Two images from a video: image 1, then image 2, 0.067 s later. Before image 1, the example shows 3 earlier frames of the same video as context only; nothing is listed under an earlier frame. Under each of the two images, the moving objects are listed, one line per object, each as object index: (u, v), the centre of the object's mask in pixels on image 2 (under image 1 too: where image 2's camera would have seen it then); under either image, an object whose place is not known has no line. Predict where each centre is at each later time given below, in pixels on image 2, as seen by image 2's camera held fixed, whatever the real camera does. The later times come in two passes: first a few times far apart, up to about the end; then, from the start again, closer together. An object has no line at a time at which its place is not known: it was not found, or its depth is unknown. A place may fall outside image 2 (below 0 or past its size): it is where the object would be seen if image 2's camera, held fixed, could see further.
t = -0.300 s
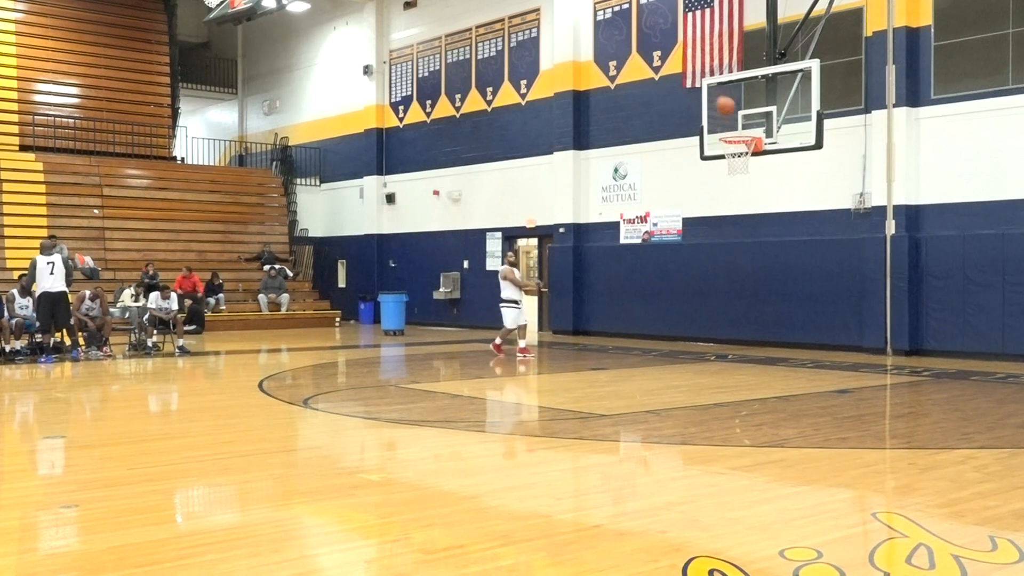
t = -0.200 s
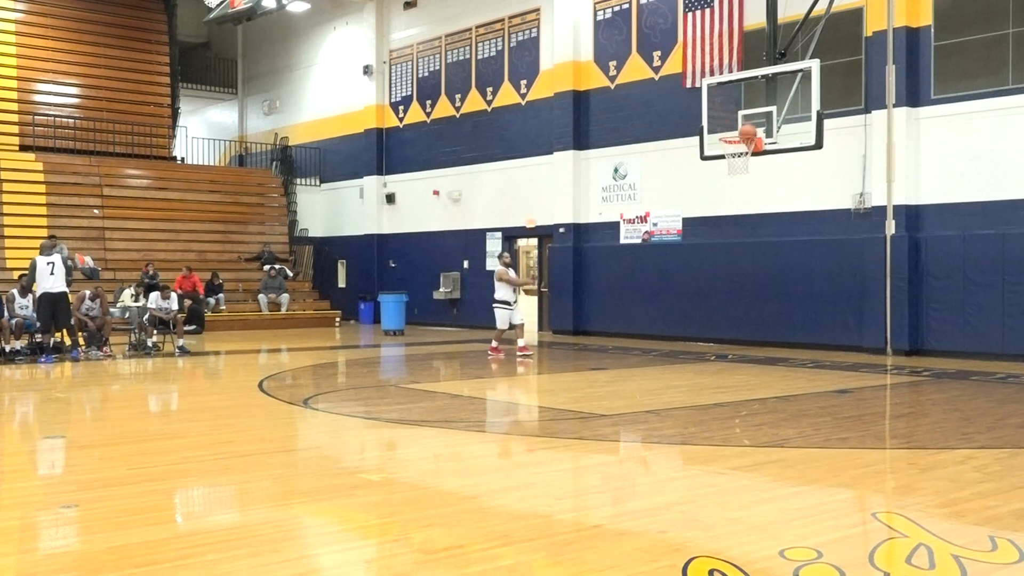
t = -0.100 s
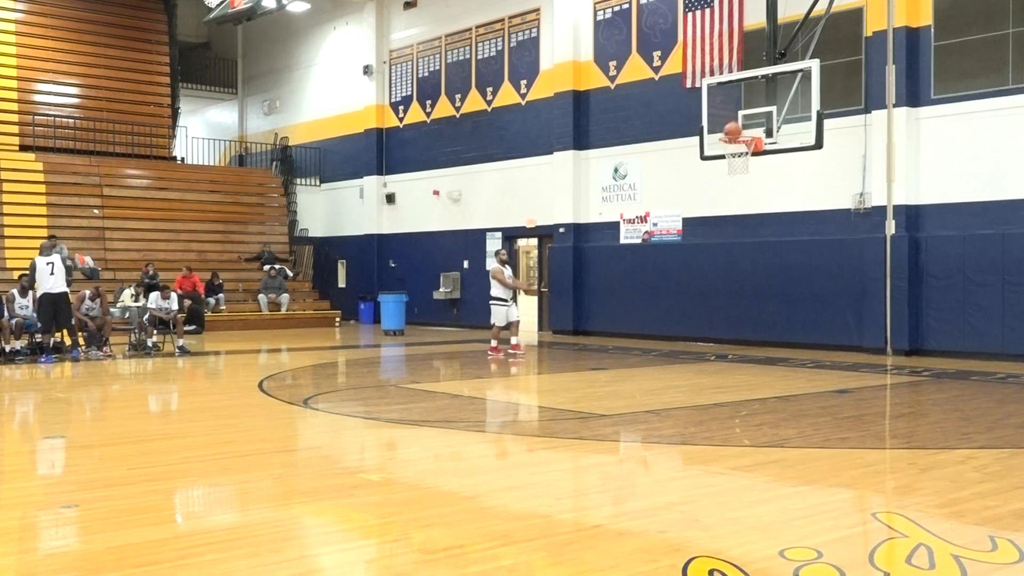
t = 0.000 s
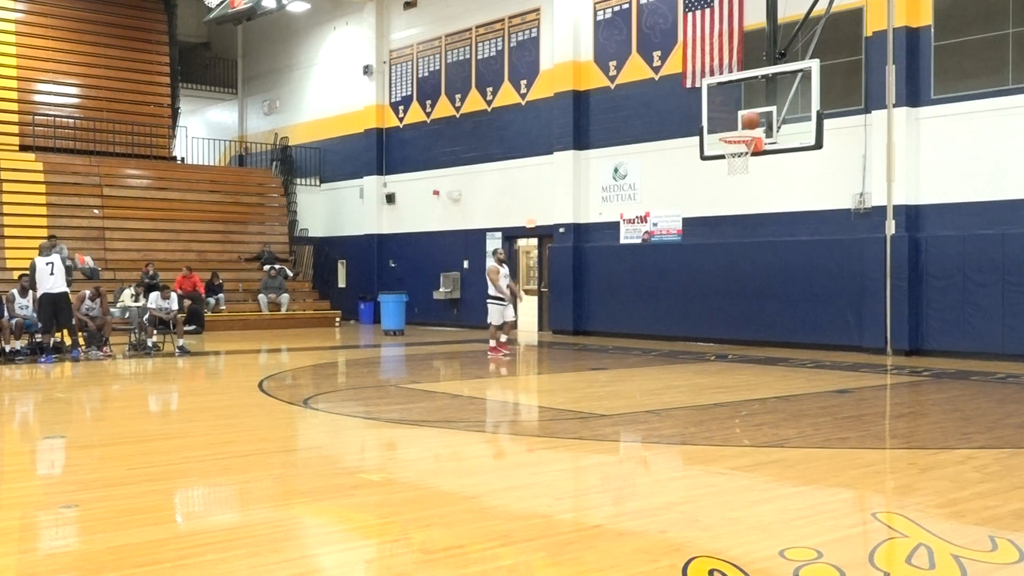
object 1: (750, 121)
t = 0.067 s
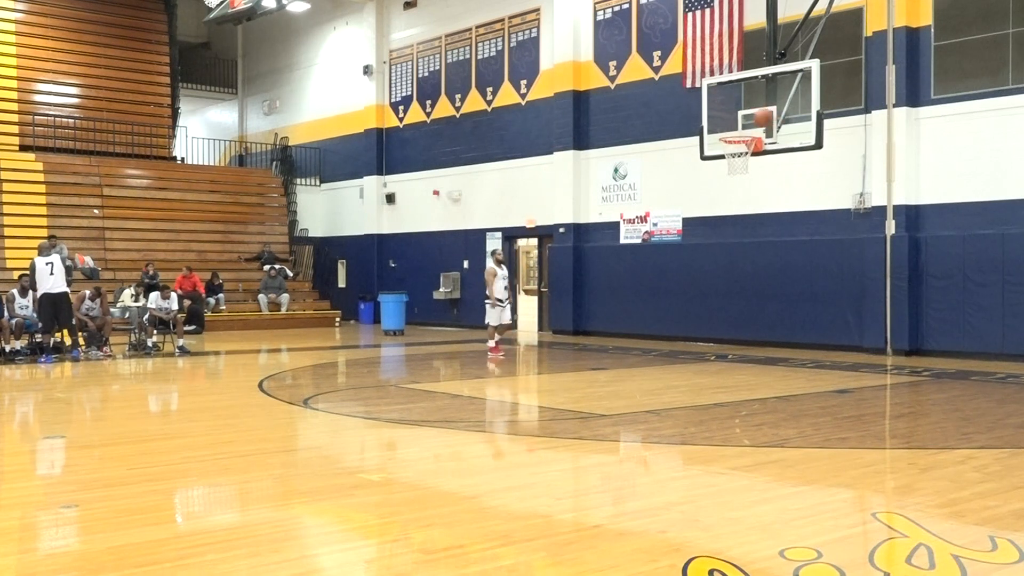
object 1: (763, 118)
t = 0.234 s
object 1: (777, 123)
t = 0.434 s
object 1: (784, 158)
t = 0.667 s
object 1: (792, 242)
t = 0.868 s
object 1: (800, 353)
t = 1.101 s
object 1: (797, 302)
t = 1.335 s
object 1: (792, 249)
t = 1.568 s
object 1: (786, 242)
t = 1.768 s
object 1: (781, 274)
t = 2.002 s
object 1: (775, 356)
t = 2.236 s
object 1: (770, 332)
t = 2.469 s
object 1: (765, 304)
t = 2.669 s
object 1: (760, 318)
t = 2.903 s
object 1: (755, 381)
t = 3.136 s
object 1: (750, 344)
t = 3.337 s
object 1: (746, 341)
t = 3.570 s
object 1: (740, 386)
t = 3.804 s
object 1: (736, 359)
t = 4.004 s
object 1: (732, 370)
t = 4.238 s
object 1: (728, 375)
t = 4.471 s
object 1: (723, 383)
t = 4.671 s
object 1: (720, 381)
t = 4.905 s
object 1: (716, 392)
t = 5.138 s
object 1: (712, 394)
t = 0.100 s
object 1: (770, 117)
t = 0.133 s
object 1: (774, 118)
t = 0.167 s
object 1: (775, 119)
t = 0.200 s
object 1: (776, 120)
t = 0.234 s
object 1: (777, 123)
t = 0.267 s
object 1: (778, 127)
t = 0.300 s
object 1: (779, 131)
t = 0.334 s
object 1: (781, 136)
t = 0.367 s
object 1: (782, 143)
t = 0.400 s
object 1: (782, 150)
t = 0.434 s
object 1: (784, 158)
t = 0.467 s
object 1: (785, 167)
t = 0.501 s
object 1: (786, 177)
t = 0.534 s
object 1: (787, 188)
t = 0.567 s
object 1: (788, 200)
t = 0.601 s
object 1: (790, 214)
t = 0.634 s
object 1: (791, 227)
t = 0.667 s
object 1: (792, 242)
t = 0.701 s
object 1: (794, 258)
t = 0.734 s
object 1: (795, 275)
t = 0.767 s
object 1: (796, 293)
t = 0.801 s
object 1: (798, 312)
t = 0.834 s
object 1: (799, 333)
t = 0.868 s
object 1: (800, 353)
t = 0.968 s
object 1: (801, 351)
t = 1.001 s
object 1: (800, 338)
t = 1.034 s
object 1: (799, 325)
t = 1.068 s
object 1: (798, 313)
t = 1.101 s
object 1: (797, 302)
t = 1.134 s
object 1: (797, 292)
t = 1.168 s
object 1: (796, 282)
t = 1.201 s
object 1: (795, 274)
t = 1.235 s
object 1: (794, 266)
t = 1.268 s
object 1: (794, 260)
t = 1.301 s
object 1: (793, 254)
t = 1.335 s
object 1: (792, 249)
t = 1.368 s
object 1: (791, 245)
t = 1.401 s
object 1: (790, 243)
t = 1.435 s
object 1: (790, 241)
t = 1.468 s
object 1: (789, 240)
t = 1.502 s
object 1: (788, 240)
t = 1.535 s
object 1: (787, 241)
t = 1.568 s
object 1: (786, 242)
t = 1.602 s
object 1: (785, 245)
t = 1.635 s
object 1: (785, 249)
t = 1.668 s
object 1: (784, 254)
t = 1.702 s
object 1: (783, 259)
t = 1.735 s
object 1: (782, 266)
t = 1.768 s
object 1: (781, 274)
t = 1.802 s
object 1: (780, 283)
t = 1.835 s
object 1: (779, 293)
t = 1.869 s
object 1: (779, 303)
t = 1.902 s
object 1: (778, 315)
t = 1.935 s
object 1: (777, 328)
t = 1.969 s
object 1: (776, 341)
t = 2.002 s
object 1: (775, 356)
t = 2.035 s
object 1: (774, 372)
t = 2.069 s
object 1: (774, 381)
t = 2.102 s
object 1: (773, 369)
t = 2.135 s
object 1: (772, 358)
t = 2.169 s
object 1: (771, 348)
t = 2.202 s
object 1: (771, 339)
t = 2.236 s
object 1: (770, 332)
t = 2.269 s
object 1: (769, 325)
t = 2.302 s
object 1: (769, 319)
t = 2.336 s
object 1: (768, 314)
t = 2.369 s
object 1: (767, 310)
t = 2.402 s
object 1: (767, 307)
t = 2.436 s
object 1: (766, 305)
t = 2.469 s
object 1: (765, 304)
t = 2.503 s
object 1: (764, 304)
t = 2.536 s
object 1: (763, 304)
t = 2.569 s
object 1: (763, 306)
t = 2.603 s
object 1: (762, 309)
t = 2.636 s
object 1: (761, 313)
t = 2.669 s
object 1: (760, 318)
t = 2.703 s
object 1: (760, 324)
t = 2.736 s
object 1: (759, 331)
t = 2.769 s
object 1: (758, 338)
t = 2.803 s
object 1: (757, 347)
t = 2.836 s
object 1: (757, 357)
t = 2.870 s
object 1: (756, 369)
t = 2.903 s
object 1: (755, 381)
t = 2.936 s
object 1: (754, 382)
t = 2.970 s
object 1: (753, 374)
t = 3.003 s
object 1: (753, 366)
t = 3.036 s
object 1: (752, 359)
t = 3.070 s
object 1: (751, 353)
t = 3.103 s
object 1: (750, 348)
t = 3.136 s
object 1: (750, 344)
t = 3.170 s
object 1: (749, 341)
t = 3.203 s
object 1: (748, 339)
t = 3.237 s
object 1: (748, 338)
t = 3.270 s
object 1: (747, 338)
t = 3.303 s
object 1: (746, 339)
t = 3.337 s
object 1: (746, 341)
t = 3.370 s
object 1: (745, 344)
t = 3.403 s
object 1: (744, 349)
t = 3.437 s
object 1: (744, 353)
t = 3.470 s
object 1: (743, 360)
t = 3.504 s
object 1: (742, 367)
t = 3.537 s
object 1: (741, 376)
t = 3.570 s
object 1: (740, 386)
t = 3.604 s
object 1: (740, 386)
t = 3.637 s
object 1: (739, 379)
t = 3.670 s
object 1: (739, 373)
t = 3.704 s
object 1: (738, 368)
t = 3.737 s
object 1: (737, 364)
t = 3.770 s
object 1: (736, 361)
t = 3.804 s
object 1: (736, 359)
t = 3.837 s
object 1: (735, 358)
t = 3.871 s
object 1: (734, 359)
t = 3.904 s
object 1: (734, 360)
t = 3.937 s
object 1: (733, 362)
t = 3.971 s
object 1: (733, 366)
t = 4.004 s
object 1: (732, 370)
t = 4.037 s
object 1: (731, 376)
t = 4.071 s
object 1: (730, 382)
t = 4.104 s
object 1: (730, 390)
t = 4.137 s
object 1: (729, 388)
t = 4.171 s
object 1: (728, 383)
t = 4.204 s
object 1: (728, 378)
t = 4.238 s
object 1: (728, 375)
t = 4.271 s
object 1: (727, 373)
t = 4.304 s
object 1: (727, 372)
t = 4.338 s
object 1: (726, 372)
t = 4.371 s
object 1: (726, 373)
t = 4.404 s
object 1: (725, 375)
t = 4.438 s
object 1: (724, 379)
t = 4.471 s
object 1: (723, 383)
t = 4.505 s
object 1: (723, 388)
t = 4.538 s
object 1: (722, 393)
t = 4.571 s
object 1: (722, 388)
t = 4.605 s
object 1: (721, 385)
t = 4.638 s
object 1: (721, 382)
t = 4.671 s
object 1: (720, 381)
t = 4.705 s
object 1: (720, 381)
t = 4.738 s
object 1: (719, 381)
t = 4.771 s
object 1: (718, 383)
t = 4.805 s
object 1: (718, 386)
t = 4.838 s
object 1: (717, 390)
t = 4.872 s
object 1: (717, 395)
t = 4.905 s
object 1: (716, 392)
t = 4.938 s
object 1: (716, 389)
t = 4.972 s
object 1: (715, 387)
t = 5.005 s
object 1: (714, 386)
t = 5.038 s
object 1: (714, 387)
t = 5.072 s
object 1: (713, 388)
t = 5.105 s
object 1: (713, 390)
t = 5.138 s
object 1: (712, 394)
